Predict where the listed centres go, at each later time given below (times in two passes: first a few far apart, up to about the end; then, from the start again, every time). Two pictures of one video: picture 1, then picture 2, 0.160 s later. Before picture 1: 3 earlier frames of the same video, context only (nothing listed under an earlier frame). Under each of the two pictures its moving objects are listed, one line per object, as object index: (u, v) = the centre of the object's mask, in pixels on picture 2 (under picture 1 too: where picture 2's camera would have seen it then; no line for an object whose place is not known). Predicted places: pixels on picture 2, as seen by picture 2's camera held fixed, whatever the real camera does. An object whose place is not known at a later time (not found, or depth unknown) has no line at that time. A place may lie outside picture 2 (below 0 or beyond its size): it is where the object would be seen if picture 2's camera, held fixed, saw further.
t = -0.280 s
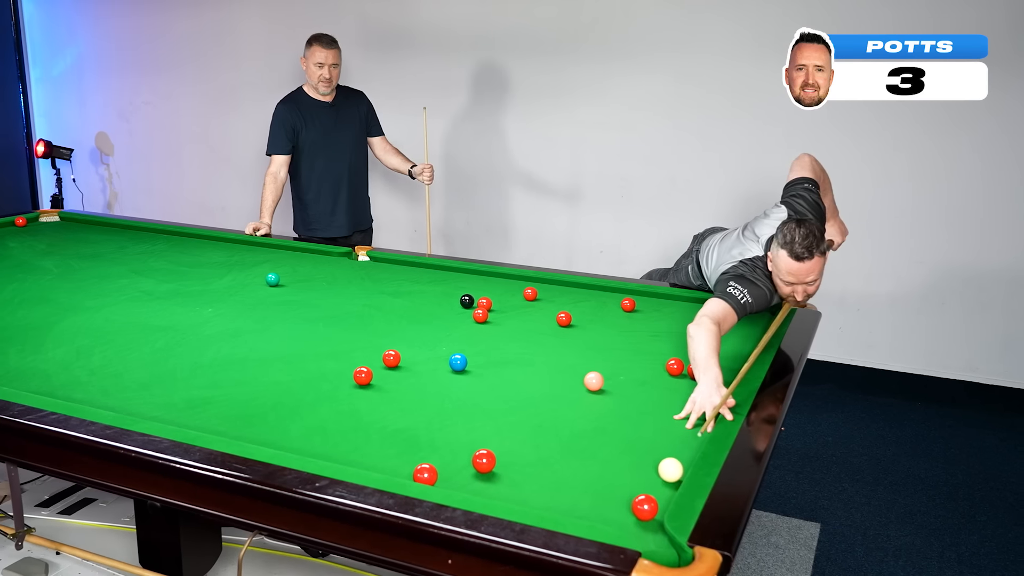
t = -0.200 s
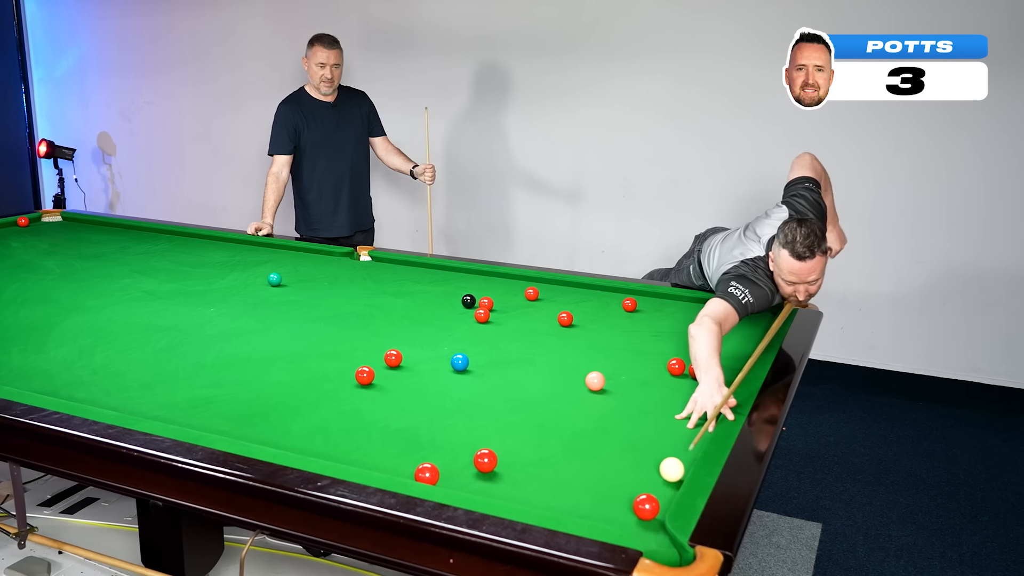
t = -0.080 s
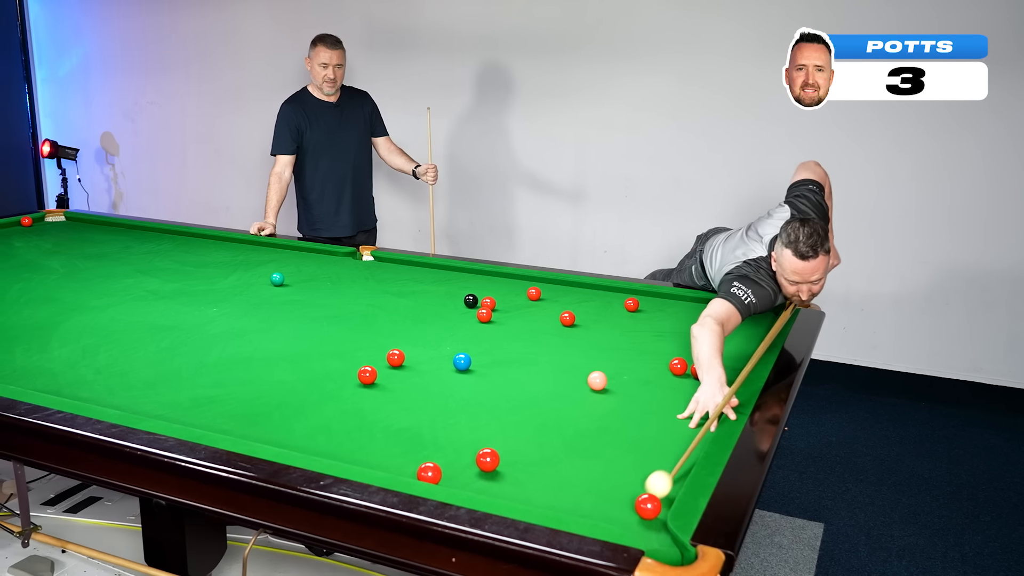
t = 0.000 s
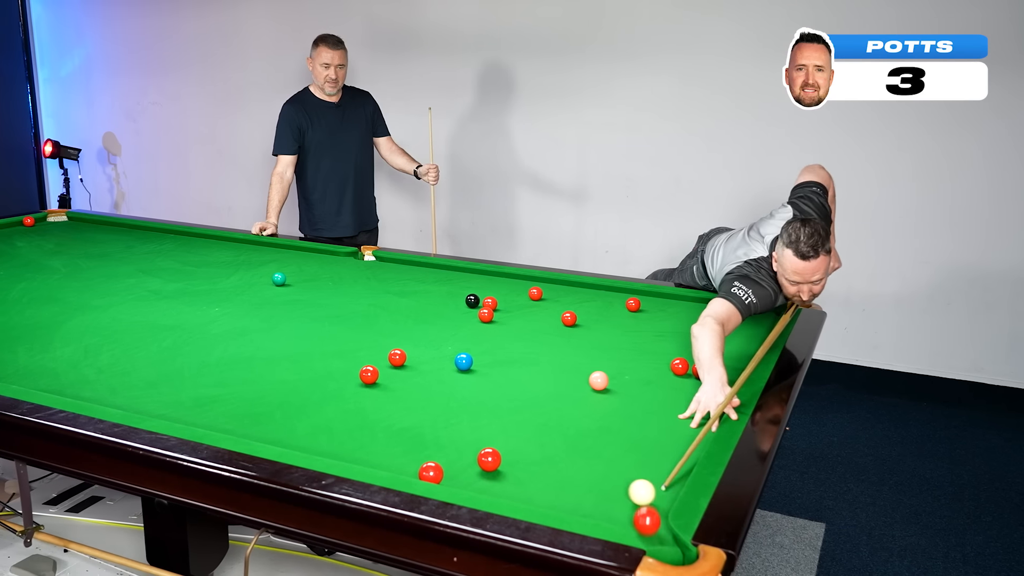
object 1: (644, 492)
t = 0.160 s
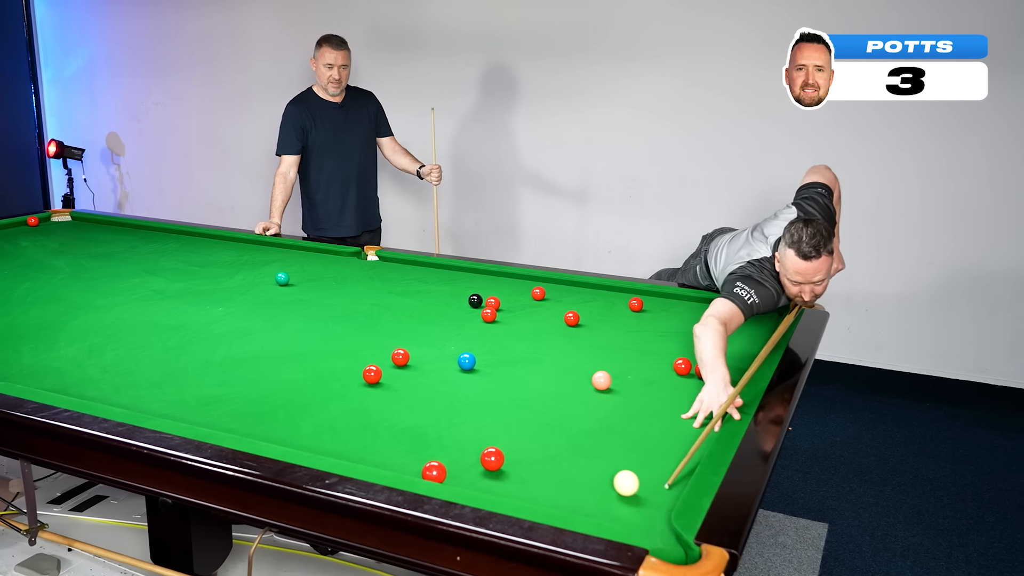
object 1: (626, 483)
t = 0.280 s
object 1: (616, 476)
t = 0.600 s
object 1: (593, 458)
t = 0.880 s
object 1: (576, 445)
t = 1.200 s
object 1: (560, 433)
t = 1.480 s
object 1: (548, 424)
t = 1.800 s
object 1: (537, 416)
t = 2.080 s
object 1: (529, 410)
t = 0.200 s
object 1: (623, 480)
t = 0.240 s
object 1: (619, 478)
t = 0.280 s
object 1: (616, 476)
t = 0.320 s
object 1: (613, 473)
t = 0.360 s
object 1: (610, 471)
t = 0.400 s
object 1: (607, 469)
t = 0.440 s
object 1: (604, 466)
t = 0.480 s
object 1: (601, 464)
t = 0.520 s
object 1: (598, 462)
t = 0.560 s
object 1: (596, 460)
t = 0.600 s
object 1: (593, 458)
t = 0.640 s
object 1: (590, 456)
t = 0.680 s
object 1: (588, 454)
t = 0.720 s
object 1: (585, 453)
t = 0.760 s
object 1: (583, 451)
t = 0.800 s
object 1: (580, 449)
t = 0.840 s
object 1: (578, 447)
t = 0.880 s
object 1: (576, 445)
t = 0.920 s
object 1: (574, 444)
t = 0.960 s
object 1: (571, 442)
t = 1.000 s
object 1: (569, 441)
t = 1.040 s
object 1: (567, 439)
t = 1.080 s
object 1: (565, 438)
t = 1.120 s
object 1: (563, 436)
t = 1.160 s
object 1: (561, 435)
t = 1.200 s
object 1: (560, 433)
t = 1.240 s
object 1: (558, 432)
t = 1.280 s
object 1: (556, 431)
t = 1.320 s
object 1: (554, 429)
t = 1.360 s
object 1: (552, 428)
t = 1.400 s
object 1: (551, 427)
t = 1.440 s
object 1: (549, 426)
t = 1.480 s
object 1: (548, 424)
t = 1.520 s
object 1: (546, 423)
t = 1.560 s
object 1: (545, 422)
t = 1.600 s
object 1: (543, 421)
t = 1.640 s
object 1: (542, 420)
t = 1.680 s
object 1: (541, 419)
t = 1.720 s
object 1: (539, 418)
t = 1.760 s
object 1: (538, 417)
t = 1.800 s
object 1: (537, 416)
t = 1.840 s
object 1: (536, 415)
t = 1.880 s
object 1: (534, 414)
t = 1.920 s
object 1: (533, 413)
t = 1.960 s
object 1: (532, 412)
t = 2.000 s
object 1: (531, 411)
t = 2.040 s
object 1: (530, 410)
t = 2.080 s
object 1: (529, 410)
